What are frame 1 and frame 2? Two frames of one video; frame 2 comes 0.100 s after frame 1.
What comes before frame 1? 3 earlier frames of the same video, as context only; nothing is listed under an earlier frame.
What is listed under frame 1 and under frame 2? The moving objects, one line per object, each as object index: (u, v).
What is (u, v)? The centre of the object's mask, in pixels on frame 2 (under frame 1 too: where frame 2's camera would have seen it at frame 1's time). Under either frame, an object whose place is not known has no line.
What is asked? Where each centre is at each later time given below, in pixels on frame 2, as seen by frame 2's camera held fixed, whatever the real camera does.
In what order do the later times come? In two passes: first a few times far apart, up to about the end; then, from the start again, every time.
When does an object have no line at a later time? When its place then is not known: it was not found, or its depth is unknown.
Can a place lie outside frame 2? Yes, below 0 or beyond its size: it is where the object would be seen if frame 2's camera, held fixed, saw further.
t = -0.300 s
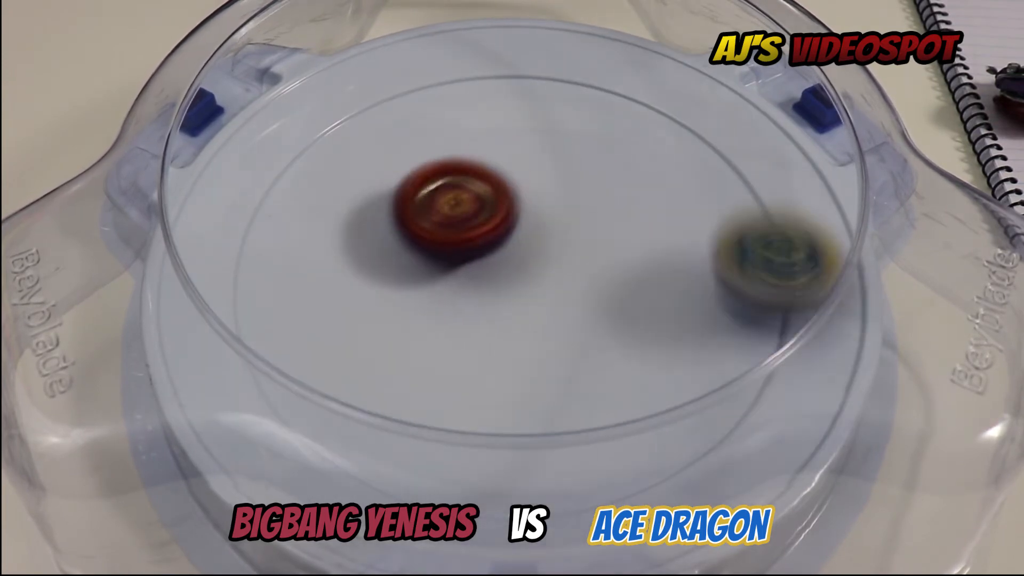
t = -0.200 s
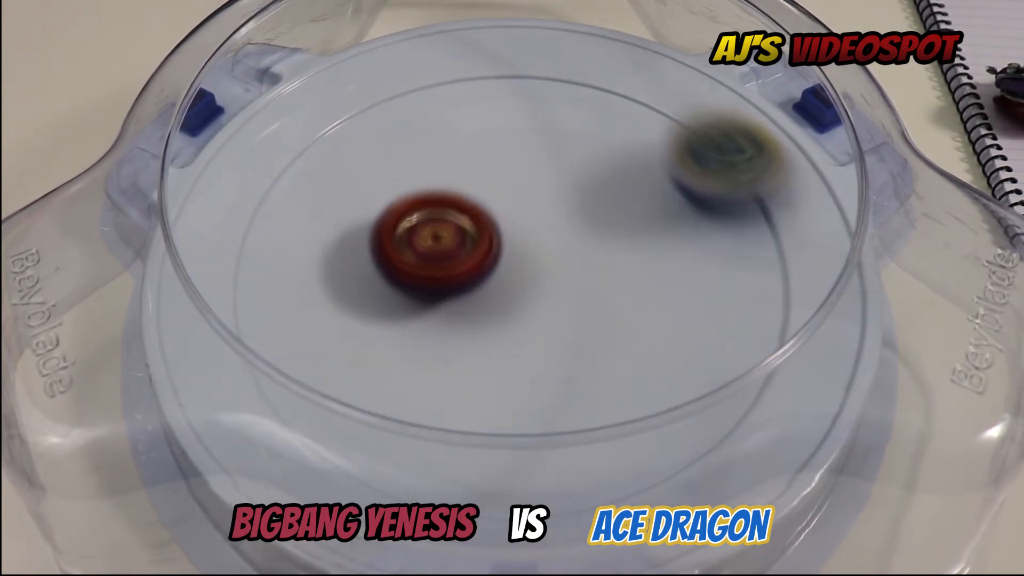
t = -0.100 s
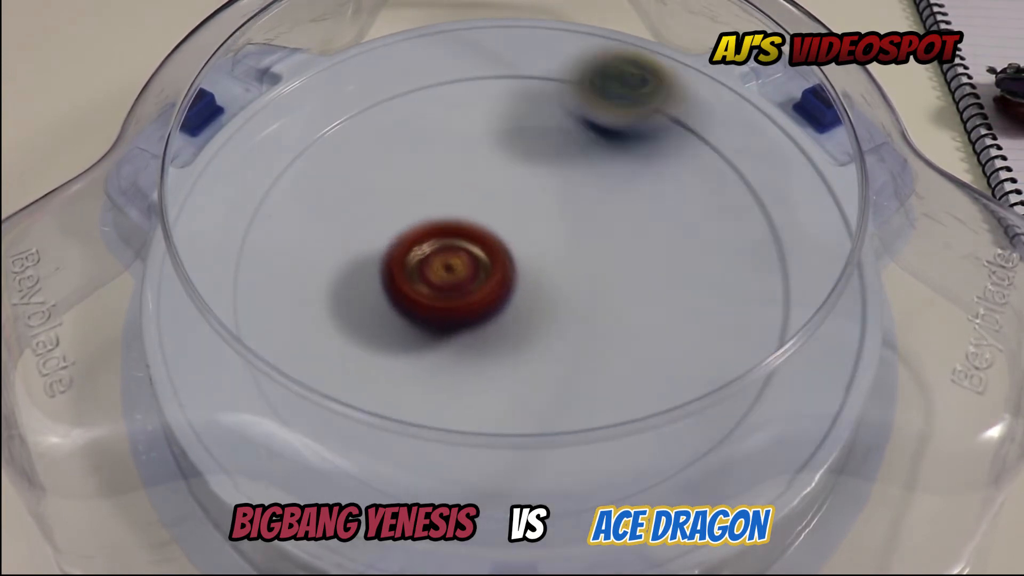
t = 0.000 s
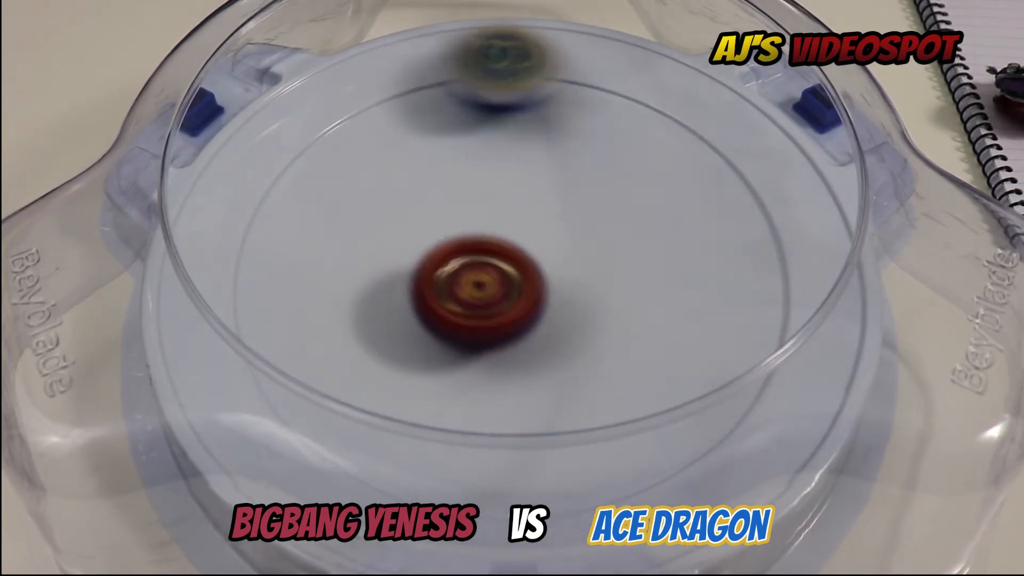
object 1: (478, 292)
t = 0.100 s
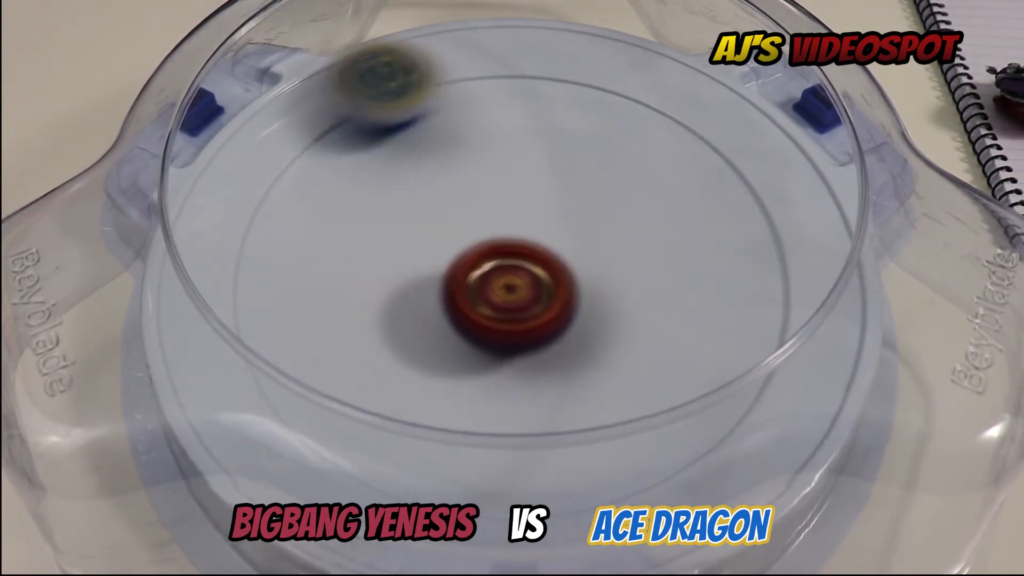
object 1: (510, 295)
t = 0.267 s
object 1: (542, 283)
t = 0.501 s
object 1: (523, 254)
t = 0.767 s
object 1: (486, 242)
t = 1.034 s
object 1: (508, 247)
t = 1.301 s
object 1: (528, 248)
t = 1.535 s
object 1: (517, 252)
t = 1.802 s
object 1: (517, 248)
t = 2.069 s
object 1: (500, 253)
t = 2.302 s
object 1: (469, 271)
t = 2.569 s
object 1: (506, 368)
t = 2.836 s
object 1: (701, 402)
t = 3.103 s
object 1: (798, 358)
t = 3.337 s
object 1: (639, 265)
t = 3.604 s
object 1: (639, 269)
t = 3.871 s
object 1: (663, 330)
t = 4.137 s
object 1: (547, 298)
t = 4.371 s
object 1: (635, 333)
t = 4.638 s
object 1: (593, 298)
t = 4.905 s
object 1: (632, 322)
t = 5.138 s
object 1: (572, 294)
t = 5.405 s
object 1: (553, 387)
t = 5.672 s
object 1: (510, 326)
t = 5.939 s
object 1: (477, 238)
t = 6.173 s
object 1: (486, 188)
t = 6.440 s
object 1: (536, 179)
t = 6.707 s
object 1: (586, 220)
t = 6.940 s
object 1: (601, 274)
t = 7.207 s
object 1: (554, 321)
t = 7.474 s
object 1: (477, 311)
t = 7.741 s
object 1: (447, 252)
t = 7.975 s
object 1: (475, 205)
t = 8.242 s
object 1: (540, 193)
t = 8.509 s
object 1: (594, 227)
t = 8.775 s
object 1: (590, 286)
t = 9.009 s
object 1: (528, 313)
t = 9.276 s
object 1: (458, 289)
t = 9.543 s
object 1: (455, 231)
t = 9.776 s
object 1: (500, 199)
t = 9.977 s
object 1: (551, 199)
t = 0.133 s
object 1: (519, 294)
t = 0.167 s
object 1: (527, 292)
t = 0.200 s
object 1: (533, 290)
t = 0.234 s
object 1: (538, 286)
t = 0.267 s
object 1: (542, 283)
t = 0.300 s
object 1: (544, 279)
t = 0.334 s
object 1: (544, 274)
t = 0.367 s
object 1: (543, 270)
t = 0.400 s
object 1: (540, 266)
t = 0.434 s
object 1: (535, 262)
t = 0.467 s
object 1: (530, 258)
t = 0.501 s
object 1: (523, 254)
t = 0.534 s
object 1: (517, 250)
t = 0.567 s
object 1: (510, 248)
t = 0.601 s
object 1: (504, 245)
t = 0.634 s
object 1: (498, 243)
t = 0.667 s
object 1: (494, 242)
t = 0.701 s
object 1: (491, 242)
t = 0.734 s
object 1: (488, 241)
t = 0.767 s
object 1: (486, 242)
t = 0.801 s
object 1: (486, 242)
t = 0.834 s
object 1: (486, 243)
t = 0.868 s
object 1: (488, 243)
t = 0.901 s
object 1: (491, 244)
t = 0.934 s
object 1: (494, 245)
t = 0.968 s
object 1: (498, 246)
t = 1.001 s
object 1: (503, 246)
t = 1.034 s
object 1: (508, 247)
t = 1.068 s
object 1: (513, 248)
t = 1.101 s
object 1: (517, 247)
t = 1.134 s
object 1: (521, 248)
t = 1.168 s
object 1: (524, 247)
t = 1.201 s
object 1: (526, 247)
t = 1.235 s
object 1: (528, 247)
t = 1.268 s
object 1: (528, 247)
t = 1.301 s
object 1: (528, 248)
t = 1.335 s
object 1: (528, 248)
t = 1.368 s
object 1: (527, 249)
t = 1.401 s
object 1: (525, 250)
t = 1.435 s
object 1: (524, 250)
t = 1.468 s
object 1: (521, 251)
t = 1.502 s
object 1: (519, 252)
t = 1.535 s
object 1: (517, 252)
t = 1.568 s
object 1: (515, 253)
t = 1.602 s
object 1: (514, 253)
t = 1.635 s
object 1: (513, 252)
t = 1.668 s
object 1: (513, 252)
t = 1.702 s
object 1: (513, 251)
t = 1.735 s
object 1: (514, 250)
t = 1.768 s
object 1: (515, 249)
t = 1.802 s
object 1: (517, 248)
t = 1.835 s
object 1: (519, 247)
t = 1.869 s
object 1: (521, 246)
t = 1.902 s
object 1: (523, 244)
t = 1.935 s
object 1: (524, 244)
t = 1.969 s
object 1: (526, 243)
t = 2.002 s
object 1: (526, 243)
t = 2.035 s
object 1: (514, 248)
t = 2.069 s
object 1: (500, 253)
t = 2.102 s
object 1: (489, 257)
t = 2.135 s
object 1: (480, 260)
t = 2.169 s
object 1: (473, 264)
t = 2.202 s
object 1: (468, 267)
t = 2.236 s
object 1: (467, 269)
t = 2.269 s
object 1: (466, 270)
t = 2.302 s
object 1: (469, 271)
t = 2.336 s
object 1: (472, 275)
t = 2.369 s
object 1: (473, 299)
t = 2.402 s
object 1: (476, 321)
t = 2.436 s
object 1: (480, 339)
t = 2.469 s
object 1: (486, 354)
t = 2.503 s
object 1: (492, 363)
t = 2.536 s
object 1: (499, 368)
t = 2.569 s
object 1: (506, 368)
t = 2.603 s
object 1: (512, 364)
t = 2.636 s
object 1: (518, 357)
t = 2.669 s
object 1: (524, 348)
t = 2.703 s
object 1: (529, 337)
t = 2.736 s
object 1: (535, 328)
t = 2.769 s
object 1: (580, 351)
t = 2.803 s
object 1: (638, 370)
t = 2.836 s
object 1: (701, 402)
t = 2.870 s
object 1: (737, 401)
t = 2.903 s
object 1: (768, 403)
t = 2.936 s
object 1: (790, 404)
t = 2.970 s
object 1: (805, 401)
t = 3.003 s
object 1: (812, 395)
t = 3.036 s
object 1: (813, 385)
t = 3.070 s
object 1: (808, 372)
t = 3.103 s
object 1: (798, 358)
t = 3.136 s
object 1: (782, 341)
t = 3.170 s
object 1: (762, 328)
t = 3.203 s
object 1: (737, 315)
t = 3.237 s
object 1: (709, 302)
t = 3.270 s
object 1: (679, 286)
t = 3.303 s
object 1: (648, 272)
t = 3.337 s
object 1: (639, 265)
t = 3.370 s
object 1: (657, 266)
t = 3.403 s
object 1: (669, 267)
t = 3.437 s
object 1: (675, 267)
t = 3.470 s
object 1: (676, 267)
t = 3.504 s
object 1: (672, 267)
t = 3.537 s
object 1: (665, 268)
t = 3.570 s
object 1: (653, 269)
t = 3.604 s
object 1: (639, 269)
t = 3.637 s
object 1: (623, 271)
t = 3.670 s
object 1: (611, 274)
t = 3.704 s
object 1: (631, 287)
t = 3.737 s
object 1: (651, 302)
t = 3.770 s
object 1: (663, 314)
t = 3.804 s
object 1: (668, 323)
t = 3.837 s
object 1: (668, 327)
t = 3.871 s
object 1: (663, 330)
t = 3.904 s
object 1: (653, 331)
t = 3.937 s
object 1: (641, 329)
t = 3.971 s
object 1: (626, 326)
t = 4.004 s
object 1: (610, 321)
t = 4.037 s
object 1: (593, 315)
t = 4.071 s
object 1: (576, 309)
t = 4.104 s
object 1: (559, 302)
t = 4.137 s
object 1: (547, 298)
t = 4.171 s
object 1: (570, 310)
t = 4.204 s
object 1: (594, 323)
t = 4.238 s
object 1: (614, 332)
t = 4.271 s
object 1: (627, 338)
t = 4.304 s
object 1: (634, 339)
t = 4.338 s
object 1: (636, 337)
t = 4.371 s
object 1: (635, 333)
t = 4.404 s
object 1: (629, 327)
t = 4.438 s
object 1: (621, 319)
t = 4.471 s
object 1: (611, 310)
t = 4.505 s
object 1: (599, 301)
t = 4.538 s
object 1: (587, 292)
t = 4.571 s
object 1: (574, 283)
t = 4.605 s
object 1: (572, 283)
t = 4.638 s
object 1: (593, 298)
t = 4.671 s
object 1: (614, 313)
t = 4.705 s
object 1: (628, 323)
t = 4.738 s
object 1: (636, 328)
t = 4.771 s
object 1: (640, 330)
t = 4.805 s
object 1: (641, 329)
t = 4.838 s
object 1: (640, 327)
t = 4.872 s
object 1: (637, 324)
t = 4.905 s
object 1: (632, 322)
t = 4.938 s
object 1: (626, 318)
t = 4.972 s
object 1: (619, 314)
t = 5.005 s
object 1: (611, 311)
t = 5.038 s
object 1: (602, 307)
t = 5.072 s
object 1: (592, 302)
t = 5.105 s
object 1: (582, 298)
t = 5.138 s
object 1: (572, 294)
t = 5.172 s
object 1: (568, 317)
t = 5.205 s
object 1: (566, 339)
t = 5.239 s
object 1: (564, 361)
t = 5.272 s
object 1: (562, 376)
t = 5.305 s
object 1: (560, 383)
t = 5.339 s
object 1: (558, 387)
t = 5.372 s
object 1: (556, 388)
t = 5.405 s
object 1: (553, 387)
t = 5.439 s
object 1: (549, 386)
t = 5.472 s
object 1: (543, 383)
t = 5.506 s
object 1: (538, 378)
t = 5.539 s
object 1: (533, 371)
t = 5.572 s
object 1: (527, 361)
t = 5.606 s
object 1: (521, 350)
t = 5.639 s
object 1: (515, 338)
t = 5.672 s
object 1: (510, 326)
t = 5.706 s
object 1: (504, 314)
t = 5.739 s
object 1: (499, 303)
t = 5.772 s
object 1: (494, 291)
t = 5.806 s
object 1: (490, 280)
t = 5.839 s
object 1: (485, 269)
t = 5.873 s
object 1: (482, 258)
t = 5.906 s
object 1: (479, 248)
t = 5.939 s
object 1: (477, 238)
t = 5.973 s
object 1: (476, 229)
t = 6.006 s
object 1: (475, 221)
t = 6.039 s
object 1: (475, 213)
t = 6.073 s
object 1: (476, 206)
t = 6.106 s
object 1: (479, 199)
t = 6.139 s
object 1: (482, 193)
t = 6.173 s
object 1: (486, 188)
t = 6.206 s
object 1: (491, 184)
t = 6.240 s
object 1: (496, 181)
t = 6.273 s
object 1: (501, 179)
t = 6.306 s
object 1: (507, 177)
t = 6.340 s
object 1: (514, 176)
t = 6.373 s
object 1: (521, 176)
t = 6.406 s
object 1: (528, 178)
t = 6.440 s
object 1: (536, 179)
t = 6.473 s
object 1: (543, 181)
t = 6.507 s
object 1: (550, 185)
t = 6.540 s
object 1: (557, 189)
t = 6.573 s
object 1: (564, 194)
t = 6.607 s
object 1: (571, 199)
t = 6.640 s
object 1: (577, 206)
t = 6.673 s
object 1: (582, 212)
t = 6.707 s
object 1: (586, 220)
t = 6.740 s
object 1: (590, 227)
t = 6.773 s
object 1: (593, 235)
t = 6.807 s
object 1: (597, 243)
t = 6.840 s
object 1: (600, 250)
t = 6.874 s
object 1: (602, 258)
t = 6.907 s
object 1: (602, 266)
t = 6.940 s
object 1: (601, 274)
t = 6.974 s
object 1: (599, 281)
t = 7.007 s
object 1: (596, 289)
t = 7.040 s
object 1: (591, 295)
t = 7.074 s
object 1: (586, 302)
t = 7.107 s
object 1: (579, 308)
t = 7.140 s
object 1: (571, 313)
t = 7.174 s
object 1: (563, 317)
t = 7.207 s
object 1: (554, 321)
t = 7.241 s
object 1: (544, 323)
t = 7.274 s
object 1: (533, 325)
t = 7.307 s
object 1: (523, 325)
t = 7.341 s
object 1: (513, 325)
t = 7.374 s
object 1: (504, 323)
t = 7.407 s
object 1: (494, 320)
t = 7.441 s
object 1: (485, 316)
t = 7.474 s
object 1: (477, 311)
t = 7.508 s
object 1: (470, 305)
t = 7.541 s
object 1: (463, 299)
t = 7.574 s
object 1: (458, 291)
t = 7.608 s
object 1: (453, 283)
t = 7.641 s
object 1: (450, 276)
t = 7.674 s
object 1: (448, 268)
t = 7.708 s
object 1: (447, 260)
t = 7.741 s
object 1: (447, 252)
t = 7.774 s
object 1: (448, 244)
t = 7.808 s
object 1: (451, 236)
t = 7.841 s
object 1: (454, 229)
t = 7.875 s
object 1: (458, 222)
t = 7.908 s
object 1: (463, 216)
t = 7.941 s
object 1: (468, 210)
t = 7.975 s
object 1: (475, 205)
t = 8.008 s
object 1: (482, 201)
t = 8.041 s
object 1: (489, 197)
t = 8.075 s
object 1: (497, 195)
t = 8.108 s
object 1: (505, 193)
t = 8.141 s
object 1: (514, 192)
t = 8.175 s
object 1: (523, 191)
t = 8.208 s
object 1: (531, 191)
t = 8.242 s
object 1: (540, 193)
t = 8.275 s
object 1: (549, 194)
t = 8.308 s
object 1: (557, 196)
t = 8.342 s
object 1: (565, 199)
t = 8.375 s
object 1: (572, 203)
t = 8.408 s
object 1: (578, 208)
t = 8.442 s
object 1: (584, 214)
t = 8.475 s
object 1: (589, 219)
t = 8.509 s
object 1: (594, 227)
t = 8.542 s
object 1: (598, 233)
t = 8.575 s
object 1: (602, 240)
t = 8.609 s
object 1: (603, 248)
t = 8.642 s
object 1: (603, 256)
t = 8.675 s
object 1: (602, 264)
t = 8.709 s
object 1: (599, 272)
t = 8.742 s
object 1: (595, 279)
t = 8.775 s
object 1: (590, 286)
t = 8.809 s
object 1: (584, 292)
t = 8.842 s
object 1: (577, 298)
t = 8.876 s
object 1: (569, 302)
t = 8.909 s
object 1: (559, 307)
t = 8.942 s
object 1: (548, 310)
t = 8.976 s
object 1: (538, 312)
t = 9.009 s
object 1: (528, 313)
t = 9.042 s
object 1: (516, 314)
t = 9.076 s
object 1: (506, 313)
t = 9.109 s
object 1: (496, 312)
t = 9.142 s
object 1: (487, 309)
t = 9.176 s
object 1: (478, 305)
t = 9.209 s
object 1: (470, 300)
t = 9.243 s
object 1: (464, 295)
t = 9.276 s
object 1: (458, 289)
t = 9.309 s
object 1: (454, 282)
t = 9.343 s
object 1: (450, 275)
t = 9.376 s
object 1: (449, 268)
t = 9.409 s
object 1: (448, 260)
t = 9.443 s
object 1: (448, 253)
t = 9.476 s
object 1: (449, 246)
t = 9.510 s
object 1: (452, 238)
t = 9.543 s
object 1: (455, 231)
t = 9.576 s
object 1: (459, 224)
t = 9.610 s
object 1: (464, 219)
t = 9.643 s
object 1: (470, 213)
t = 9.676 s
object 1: (476, 208)
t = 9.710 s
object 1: (483, 204)
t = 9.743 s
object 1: (491, 201)
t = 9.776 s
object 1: (500, 199)
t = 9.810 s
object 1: (508, 197)
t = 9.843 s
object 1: (517, 196)
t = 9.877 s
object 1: (525, 196)
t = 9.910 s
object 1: (534, 196)
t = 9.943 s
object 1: (542, 197)
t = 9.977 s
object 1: (551, 199)
